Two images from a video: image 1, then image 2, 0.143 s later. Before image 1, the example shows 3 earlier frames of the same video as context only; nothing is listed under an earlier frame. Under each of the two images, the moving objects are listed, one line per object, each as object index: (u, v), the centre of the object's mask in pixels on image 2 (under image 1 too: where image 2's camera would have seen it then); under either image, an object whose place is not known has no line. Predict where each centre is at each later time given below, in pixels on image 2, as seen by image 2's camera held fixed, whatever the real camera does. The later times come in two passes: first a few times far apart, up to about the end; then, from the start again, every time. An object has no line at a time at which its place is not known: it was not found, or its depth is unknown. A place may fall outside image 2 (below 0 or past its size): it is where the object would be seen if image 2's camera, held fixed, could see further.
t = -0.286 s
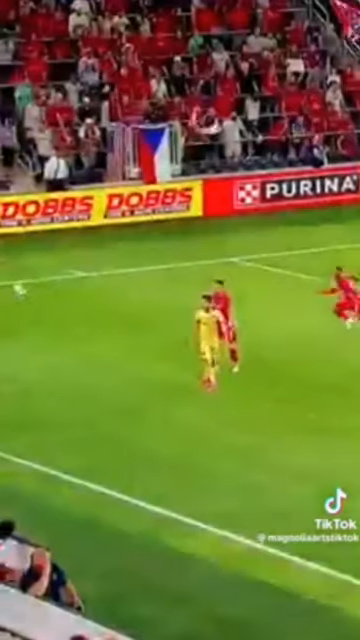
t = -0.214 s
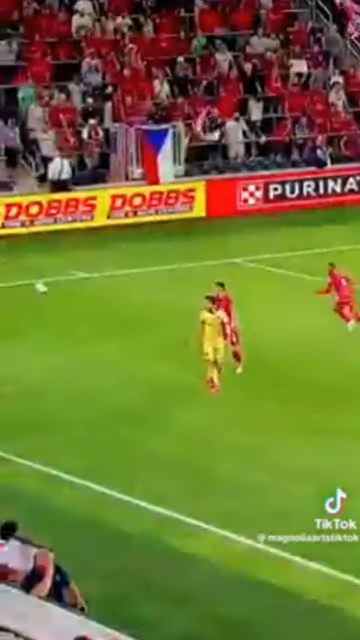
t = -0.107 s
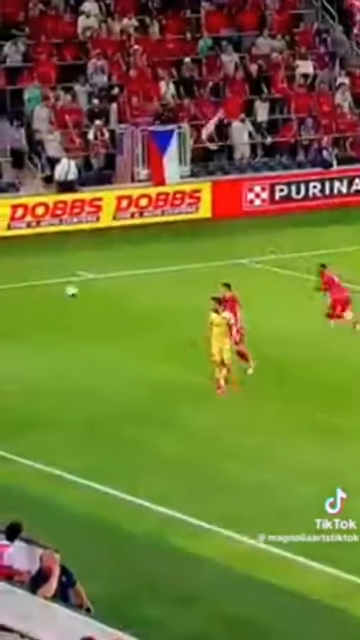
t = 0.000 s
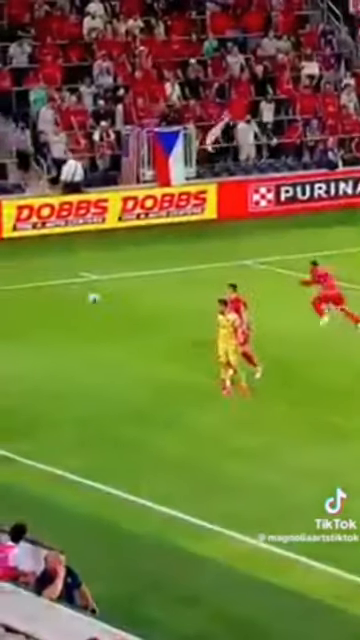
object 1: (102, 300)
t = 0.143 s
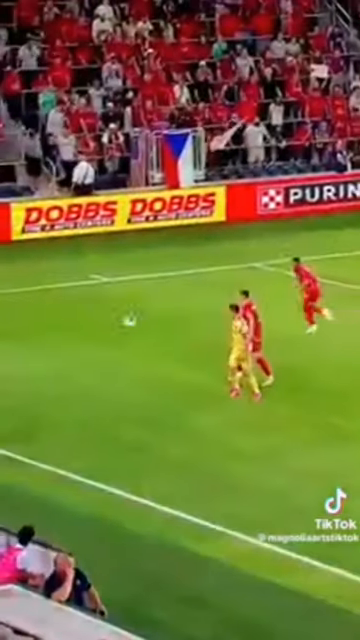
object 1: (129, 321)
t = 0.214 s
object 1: (144, 337)
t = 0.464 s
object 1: (174, 287)
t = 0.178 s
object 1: (138, 329)
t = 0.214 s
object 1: (144, 337)
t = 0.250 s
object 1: (149, 332)
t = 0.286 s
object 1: (149, 331)
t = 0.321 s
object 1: (155, 317)
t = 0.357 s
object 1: (159, 310)
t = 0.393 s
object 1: (166, 299)
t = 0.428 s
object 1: (169, 292)
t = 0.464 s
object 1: (174, 287)
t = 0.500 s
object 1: (181, 279)
